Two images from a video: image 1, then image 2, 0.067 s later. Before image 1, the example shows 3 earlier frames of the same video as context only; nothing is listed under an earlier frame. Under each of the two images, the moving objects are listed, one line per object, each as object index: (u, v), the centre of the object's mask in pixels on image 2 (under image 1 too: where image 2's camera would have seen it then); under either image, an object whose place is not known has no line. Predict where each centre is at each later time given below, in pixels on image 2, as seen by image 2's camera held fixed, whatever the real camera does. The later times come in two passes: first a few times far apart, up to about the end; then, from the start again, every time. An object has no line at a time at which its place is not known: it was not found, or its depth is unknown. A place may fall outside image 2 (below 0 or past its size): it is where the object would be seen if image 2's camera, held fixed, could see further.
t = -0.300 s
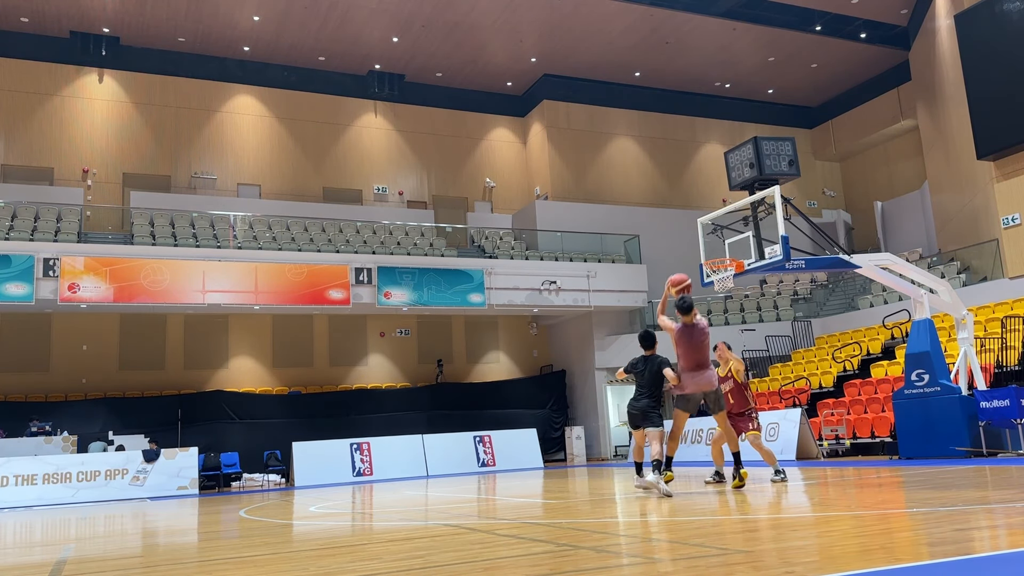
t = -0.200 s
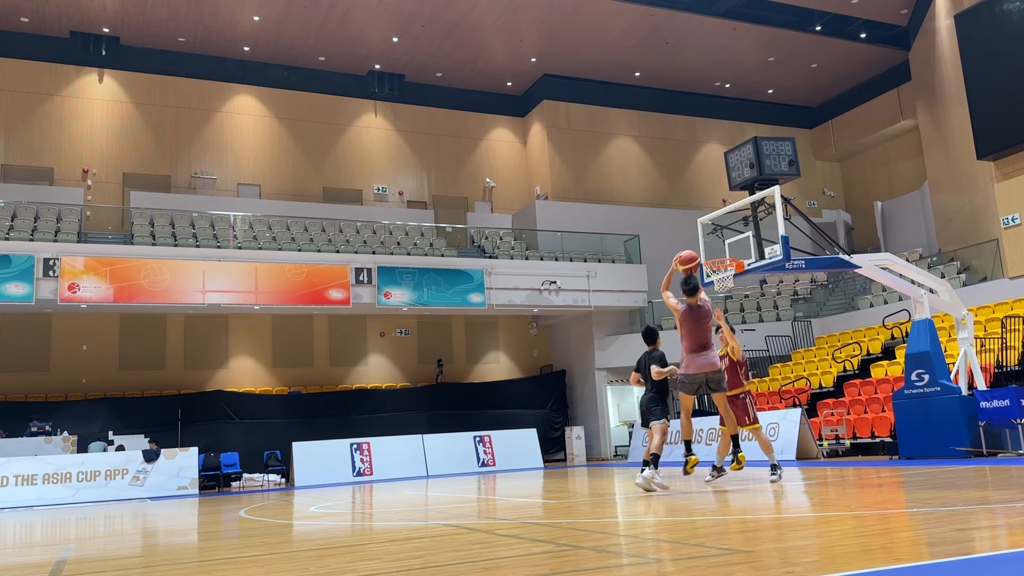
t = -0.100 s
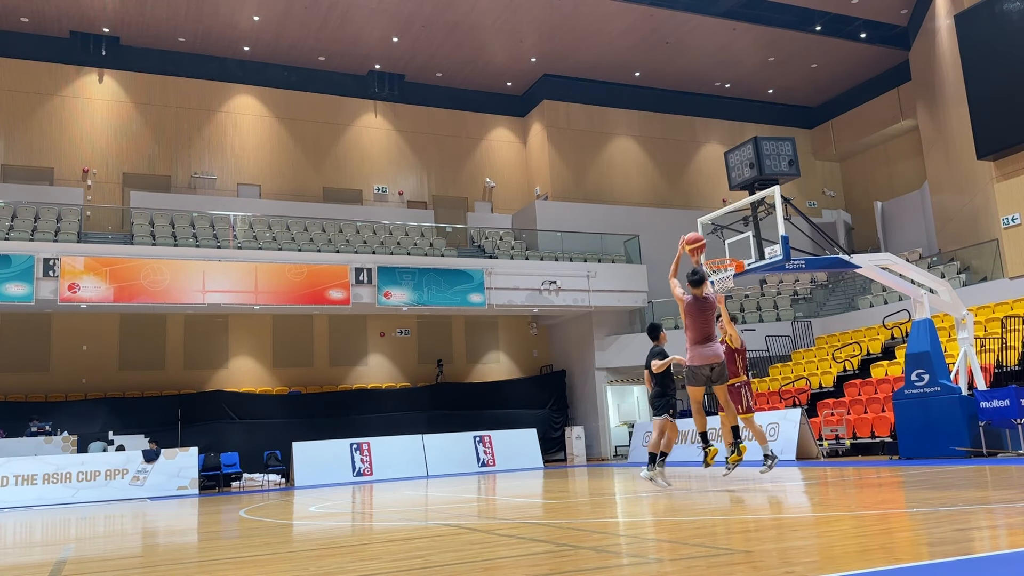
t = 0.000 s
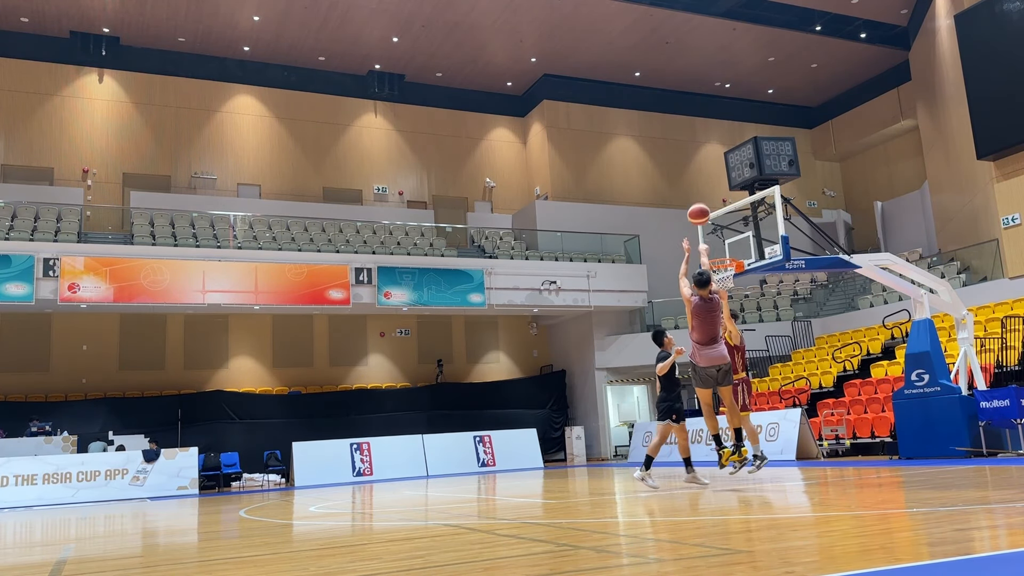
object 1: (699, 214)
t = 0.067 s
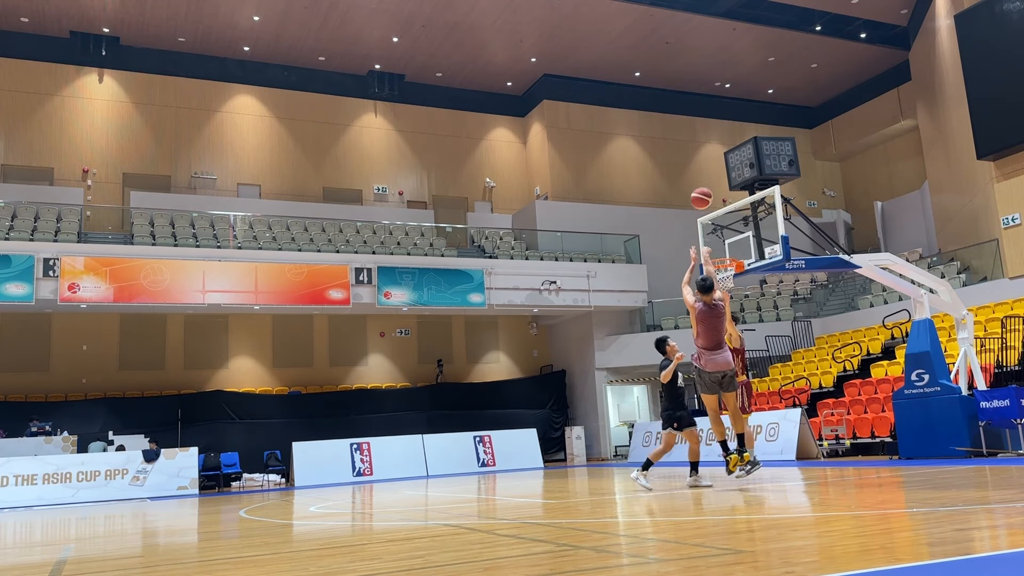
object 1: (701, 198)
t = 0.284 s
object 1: (712, 176)
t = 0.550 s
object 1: (727, 195)
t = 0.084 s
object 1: (702, 195)
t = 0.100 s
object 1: (703, 192)
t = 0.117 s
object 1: (704, 189)
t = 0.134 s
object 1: (705, 186)
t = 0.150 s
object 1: (705, 185)
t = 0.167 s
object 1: (706, 183)
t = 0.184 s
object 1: (707, 181)
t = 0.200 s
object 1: (708, 179)
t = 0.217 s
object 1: (709, 178)
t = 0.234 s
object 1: (710, 177)
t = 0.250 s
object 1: (710, 177)
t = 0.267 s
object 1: (711, 176)
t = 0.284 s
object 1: (712, 176)
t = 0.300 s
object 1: (713, 176)
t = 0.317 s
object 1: (714, 176)
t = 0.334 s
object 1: (715, 176)
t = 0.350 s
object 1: (716, 176)
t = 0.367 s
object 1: (716, 177)
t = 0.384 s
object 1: (717, 178)
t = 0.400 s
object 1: (718, 178)
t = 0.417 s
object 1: (719, 180)
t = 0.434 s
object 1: (720, 181)
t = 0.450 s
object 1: (721, 183)
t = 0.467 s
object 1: (722, 184)
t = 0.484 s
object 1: (723, 186)
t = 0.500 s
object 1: (724, 188)
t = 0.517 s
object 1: (725, 191)
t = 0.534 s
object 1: (726, 193)
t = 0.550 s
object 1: (727, 195)
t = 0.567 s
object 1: (728, 198)
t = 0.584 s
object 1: (729, 200)
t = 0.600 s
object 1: (730, 204)
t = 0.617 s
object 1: (731, 207)
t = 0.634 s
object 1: (733, 210)
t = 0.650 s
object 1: (734, 214)
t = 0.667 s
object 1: (735, 217)
